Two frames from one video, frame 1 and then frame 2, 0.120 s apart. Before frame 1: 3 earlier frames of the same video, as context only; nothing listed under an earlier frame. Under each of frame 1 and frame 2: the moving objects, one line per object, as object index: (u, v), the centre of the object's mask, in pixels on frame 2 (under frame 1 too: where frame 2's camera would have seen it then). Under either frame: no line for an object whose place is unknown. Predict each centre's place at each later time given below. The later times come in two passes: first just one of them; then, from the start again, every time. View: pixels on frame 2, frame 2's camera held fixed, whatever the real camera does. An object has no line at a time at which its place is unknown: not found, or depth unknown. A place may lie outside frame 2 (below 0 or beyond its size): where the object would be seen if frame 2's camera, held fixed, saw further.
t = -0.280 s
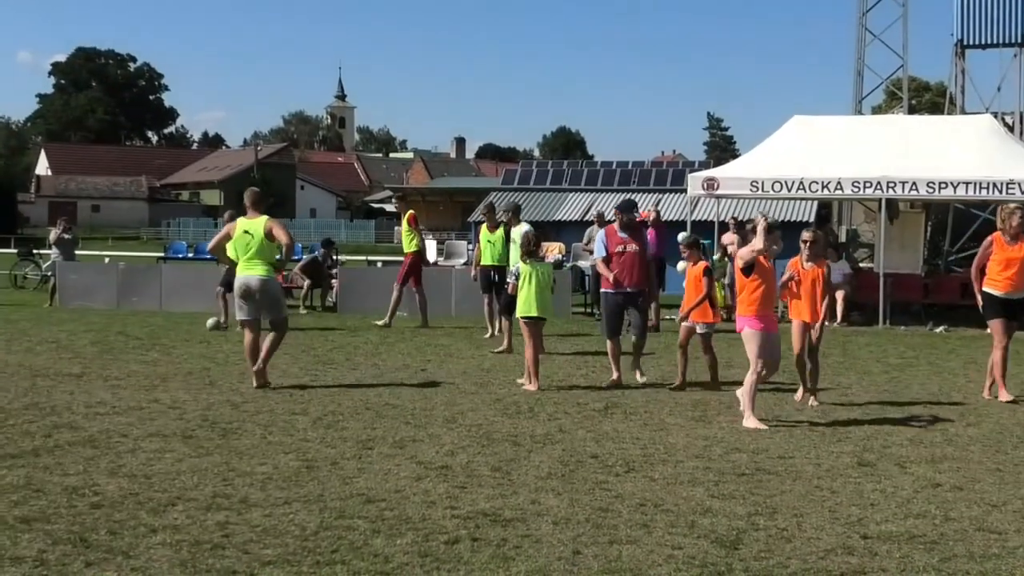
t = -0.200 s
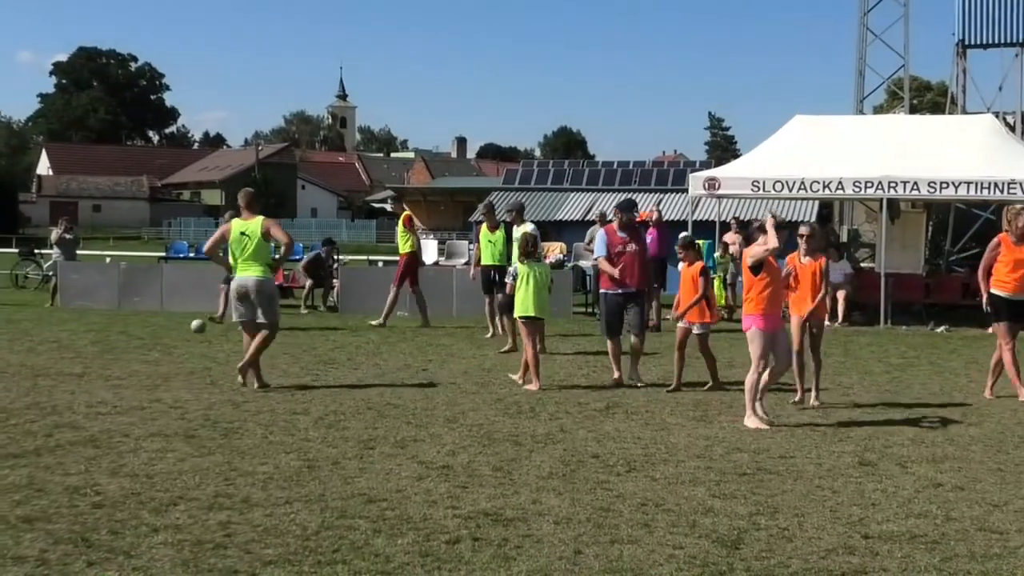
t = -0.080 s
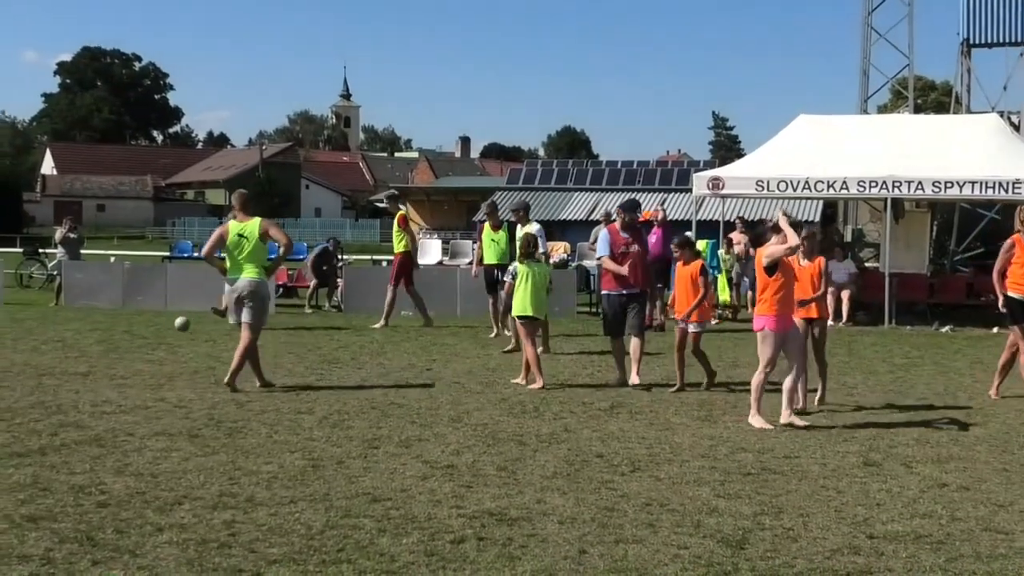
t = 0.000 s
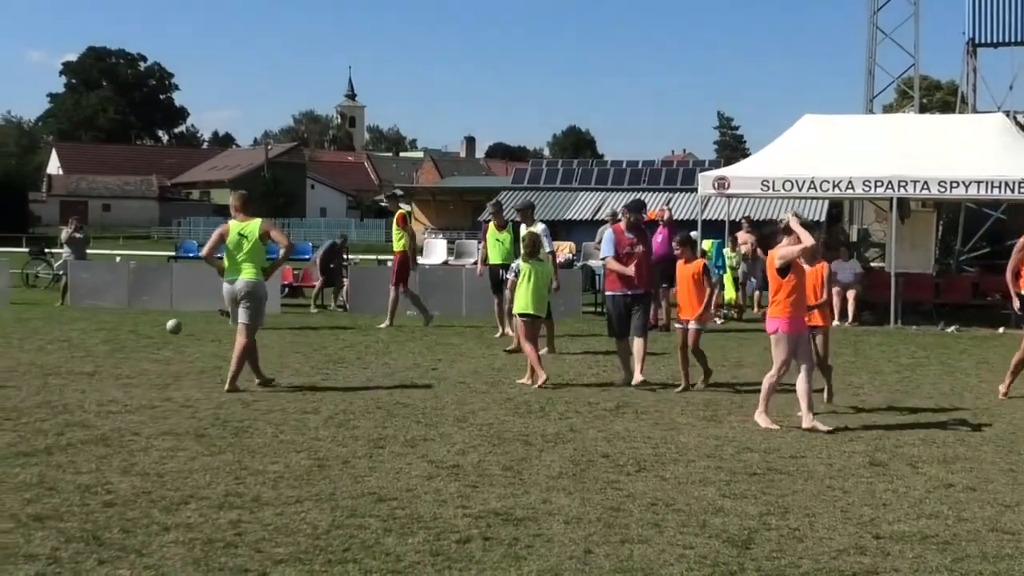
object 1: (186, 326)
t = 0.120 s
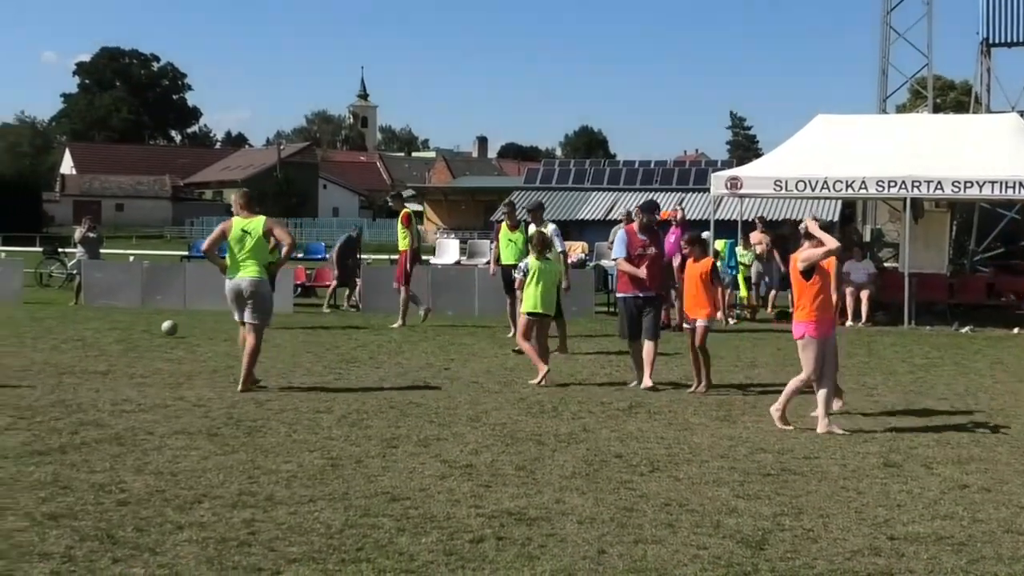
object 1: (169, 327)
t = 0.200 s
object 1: (159, 329)
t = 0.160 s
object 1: (164, 328)
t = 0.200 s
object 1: (159, 329)
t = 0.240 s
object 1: (154, 332)
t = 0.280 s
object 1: (149, 330)
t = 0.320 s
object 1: (145, 330)
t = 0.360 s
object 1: (139, 331)
